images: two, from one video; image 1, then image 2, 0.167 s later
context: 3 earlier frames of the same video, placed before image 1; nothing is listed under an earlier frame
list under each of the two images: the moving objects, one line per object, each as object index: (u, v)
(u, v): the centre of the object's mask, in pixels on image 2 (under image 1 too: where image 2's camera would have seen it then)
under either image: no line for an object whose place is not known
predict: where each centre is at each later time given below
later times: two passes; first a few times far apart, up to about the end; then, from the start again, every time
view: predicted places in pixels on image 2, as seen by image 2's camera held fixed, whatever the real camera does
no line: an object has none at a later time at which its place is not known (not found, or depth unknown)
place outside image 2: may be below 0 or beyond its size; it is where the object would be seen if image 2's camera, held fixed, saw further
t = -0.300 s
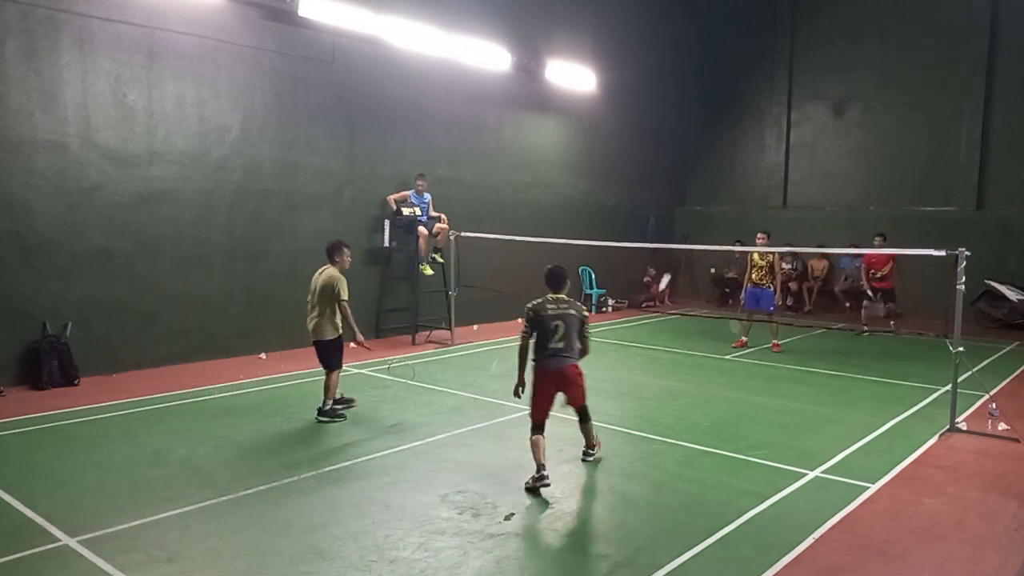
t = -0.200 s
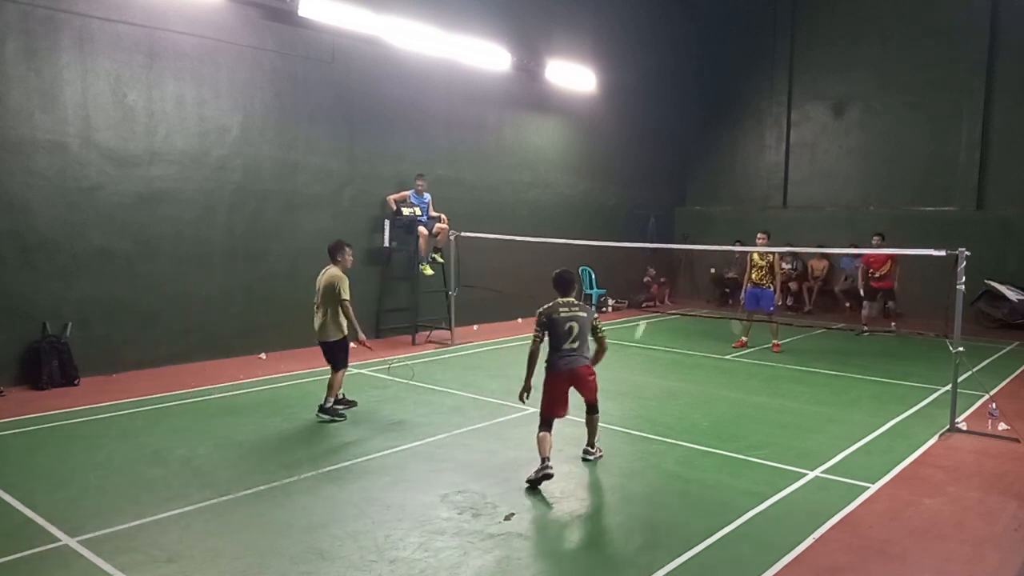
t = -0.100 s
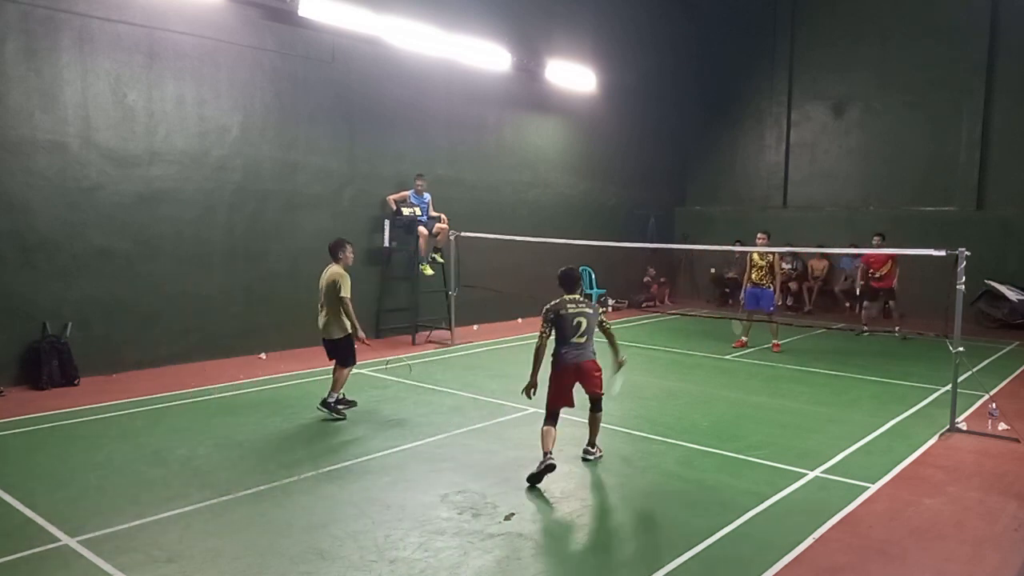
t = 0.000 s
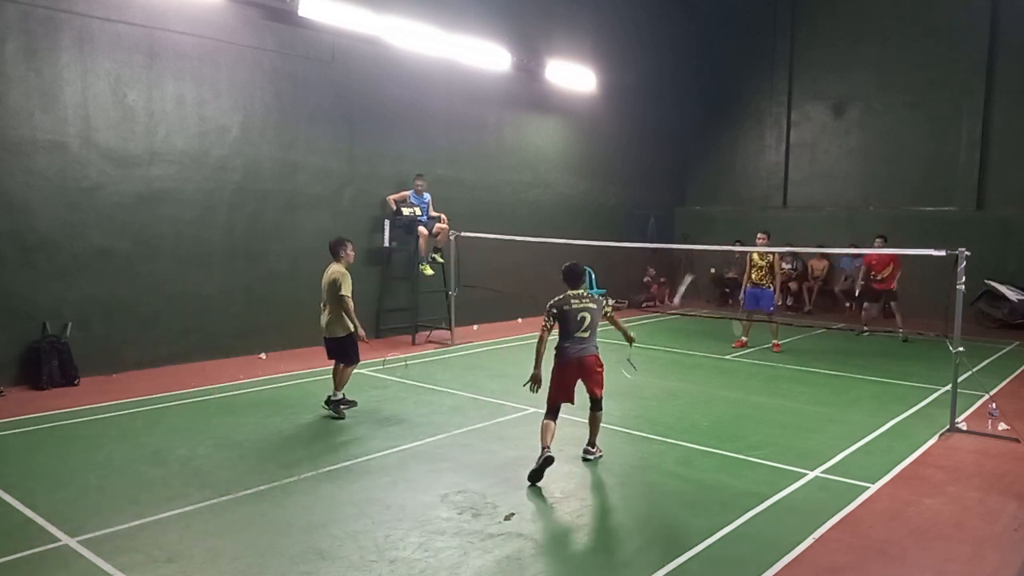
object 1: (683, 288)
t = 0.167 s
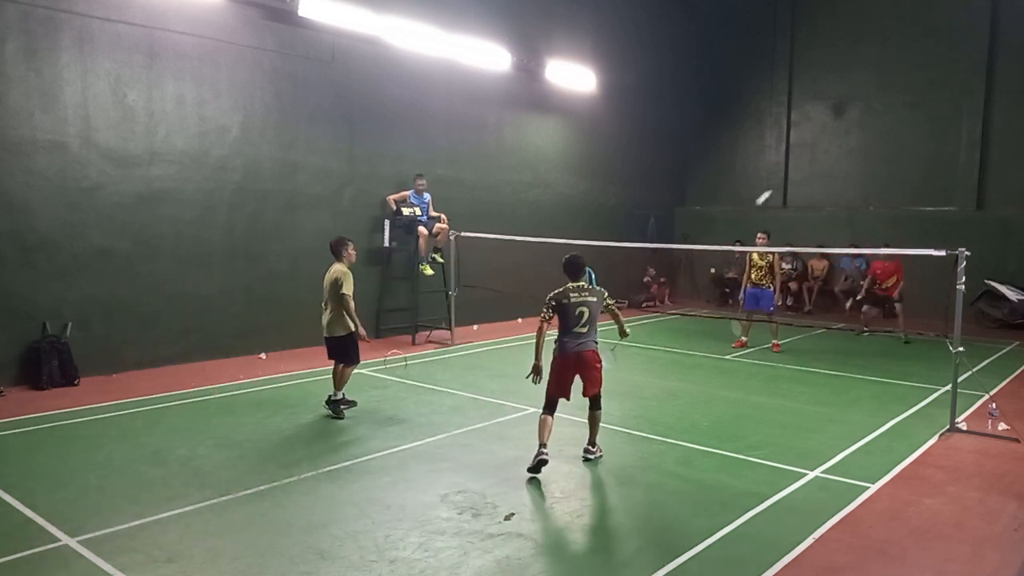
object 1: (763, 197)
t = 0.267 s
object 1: (795, 171)
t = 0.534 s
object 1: (852, 158)
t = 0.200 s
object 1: (775, 186)
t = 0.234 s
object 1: (786, 178)
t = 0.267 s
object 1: (795, 171)
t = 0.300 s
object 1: (805, 165)
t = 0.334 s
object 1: (813, 162)
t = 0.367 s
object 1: (820, 159)
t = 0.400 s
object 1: (827, 156)
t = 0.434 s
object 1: (834, 156)
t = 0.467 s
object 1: (840, 155)
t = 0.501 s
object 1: (846, 156)
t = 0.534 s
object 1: (852, 158)
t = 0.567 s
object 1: (857, 161)
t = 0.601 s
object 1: (862, 164)
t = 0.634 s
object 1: (867, 168)
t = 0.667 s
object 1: (872, 173)
